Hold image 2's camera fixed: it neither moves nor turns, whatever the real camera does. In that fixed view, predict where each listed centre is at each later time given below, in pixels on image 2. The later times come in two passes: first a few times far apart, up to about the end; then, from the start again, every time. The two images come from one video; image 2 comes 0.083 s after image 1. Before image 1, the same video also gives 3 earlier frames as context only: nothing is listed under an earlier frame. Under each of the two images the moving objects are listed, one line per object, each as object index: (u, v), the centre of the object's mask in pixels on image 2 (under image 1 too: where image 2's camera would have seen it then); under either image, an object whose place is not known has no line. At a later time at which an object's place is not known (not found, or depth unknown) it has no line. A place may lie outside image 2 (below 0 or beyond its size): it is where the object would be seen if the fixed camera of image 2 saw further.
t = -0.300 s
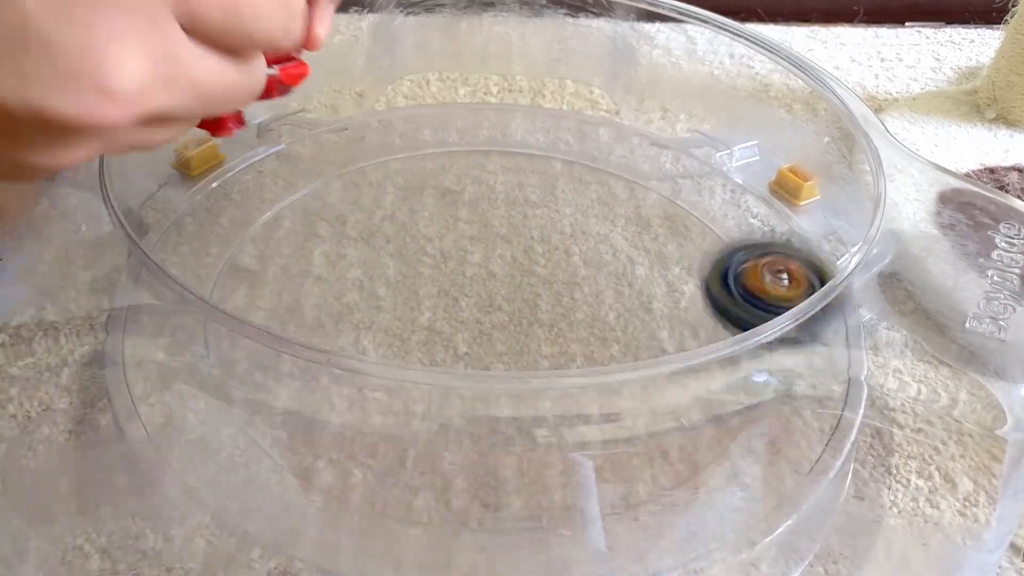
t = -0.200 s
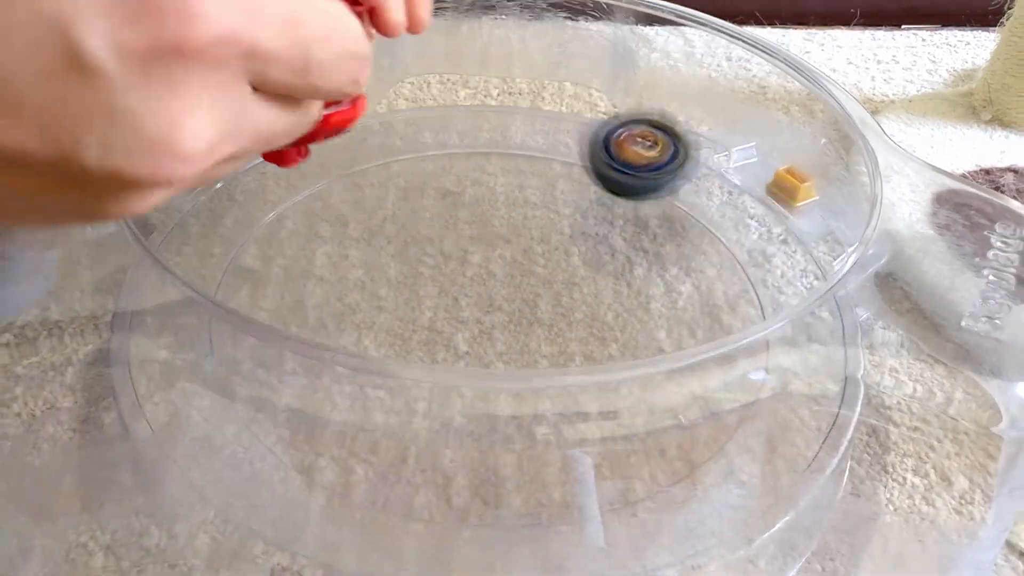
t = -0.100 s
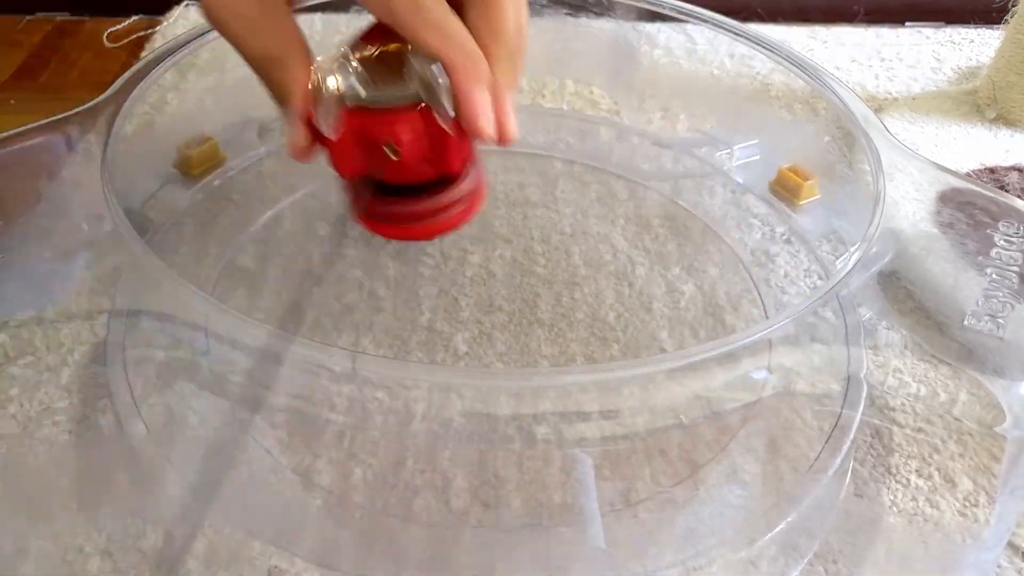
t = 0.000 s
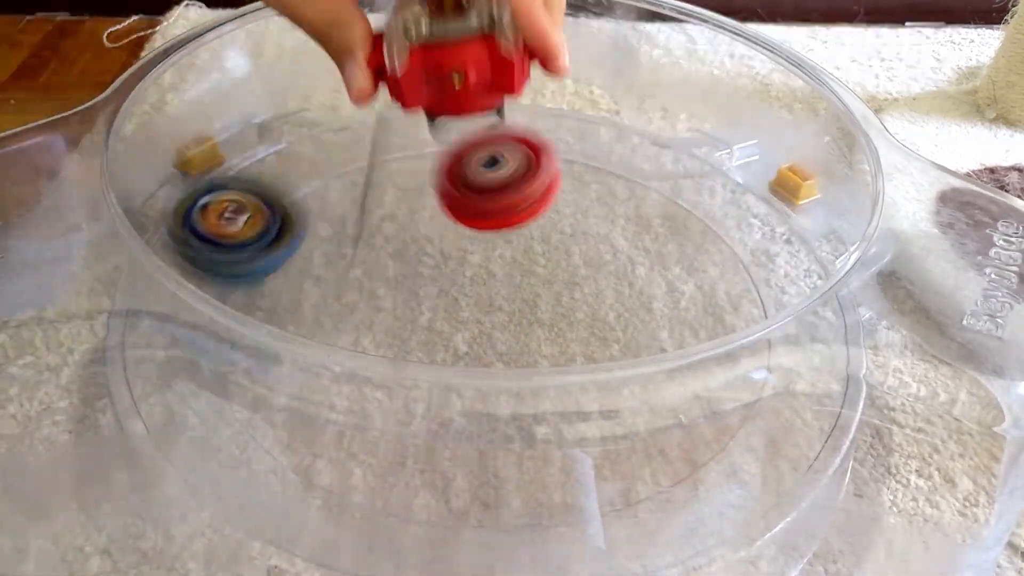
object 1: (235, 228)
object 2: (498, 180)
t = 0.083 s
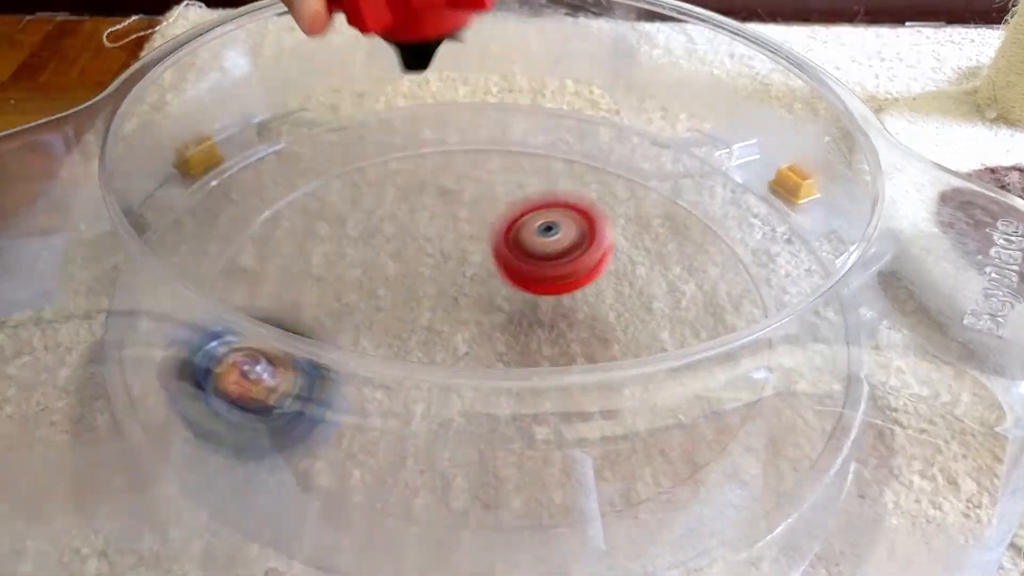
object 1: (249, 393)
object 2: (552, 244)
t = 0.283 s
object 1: (814, 400)
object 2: (715, 274)
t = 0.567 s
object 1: (737, 206)
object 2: (477, 183)
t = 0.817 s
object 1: (519, 202)
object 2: (141, 353)
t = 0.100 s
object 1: (289, 418)
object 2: (563, 245)
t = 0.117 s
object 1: (336, 442)
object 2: (575, 251)
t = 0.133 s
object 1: (386, 461)
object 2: (586, 263)
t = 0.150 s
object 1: (443, 469)
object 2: (597, 280)
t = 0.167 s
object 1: (501, 479)
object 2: (607, 303)
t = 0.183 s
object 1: (559, 474)
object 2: (621, 307)
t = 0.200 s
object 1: (617, 465)
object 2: (638, 305)
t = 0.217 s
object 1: (663, 448)
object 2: (654, 306)
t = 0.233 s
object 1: (712, 424)
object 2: (667, 311)
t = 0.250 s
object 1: (750, 411)
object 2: (679, 312)
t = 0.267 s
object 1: (784, 403)
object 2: (699, 296)
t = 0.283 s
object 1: (814, 400)
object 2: (715, 274)
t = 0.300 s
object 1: (843, 397)
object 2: (728, 256)
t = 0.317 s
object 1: (850, 373)
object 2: (741, 244)
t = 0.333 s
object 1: (850, 356)
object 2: (751, 235)
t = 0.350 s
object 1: (856, 344)
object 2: (756, 215)
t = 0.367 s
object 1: (852, 338)
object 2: (758, 196)
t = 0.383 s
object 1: (837, 317)
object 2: (759, 184)
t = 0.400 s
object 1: (832, 299)
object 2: (747, 178)
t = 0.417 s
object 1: (821, 285)
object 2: (726, 171)
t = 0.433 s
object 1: (814, 272)
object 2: (707, 168)
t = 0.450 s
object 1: (797, 254)
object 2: (681, 166)
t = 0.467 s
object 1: (794, 249)
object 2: (658, 166)
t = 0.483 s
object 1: (790, 241)
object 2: (632, 169)
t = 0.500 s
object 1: (779, 232)
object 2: (604, 169)
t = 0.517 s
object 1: (769, 224)
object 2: (573, 171)
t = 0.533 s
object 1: (759, 217)
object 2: (541, 174)
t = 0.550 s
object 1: (749, 210)
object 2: (509, 178)
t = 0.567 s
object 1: (737, 206)
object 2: (477, 183)
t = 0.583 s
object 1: (727, 201)
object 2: (444, 187)
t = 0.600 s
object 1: (711, 197)
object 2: (410, 193)
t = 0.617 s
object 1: (697, 197)
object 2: (375, 199)
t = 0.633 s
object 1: (682, 192)
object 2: (341, 206)
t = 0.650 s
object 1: (667, 189)
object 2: (307, 213)
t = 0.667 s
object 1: (654, 188)
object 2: (274, 222)
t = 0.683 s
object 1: (637, 187)
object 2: (240, 230)
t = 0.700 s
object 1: (622, 187)
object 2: (214, 233)
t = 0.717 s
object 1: (607, 188)
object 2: (183, 244)
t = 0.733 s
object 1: (592, 188)
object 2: (158, 254)
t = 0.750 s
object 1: (577, 189)
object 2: (122, 278)
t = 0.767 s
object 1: (562, 192)
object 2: (97, 300)
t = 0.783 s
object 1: (548, 194)
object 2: (107, 313)
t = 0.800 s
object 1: (532, 198)
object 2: (121, 330)
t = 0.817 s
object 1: (519, 202)
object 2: (141, 353)
